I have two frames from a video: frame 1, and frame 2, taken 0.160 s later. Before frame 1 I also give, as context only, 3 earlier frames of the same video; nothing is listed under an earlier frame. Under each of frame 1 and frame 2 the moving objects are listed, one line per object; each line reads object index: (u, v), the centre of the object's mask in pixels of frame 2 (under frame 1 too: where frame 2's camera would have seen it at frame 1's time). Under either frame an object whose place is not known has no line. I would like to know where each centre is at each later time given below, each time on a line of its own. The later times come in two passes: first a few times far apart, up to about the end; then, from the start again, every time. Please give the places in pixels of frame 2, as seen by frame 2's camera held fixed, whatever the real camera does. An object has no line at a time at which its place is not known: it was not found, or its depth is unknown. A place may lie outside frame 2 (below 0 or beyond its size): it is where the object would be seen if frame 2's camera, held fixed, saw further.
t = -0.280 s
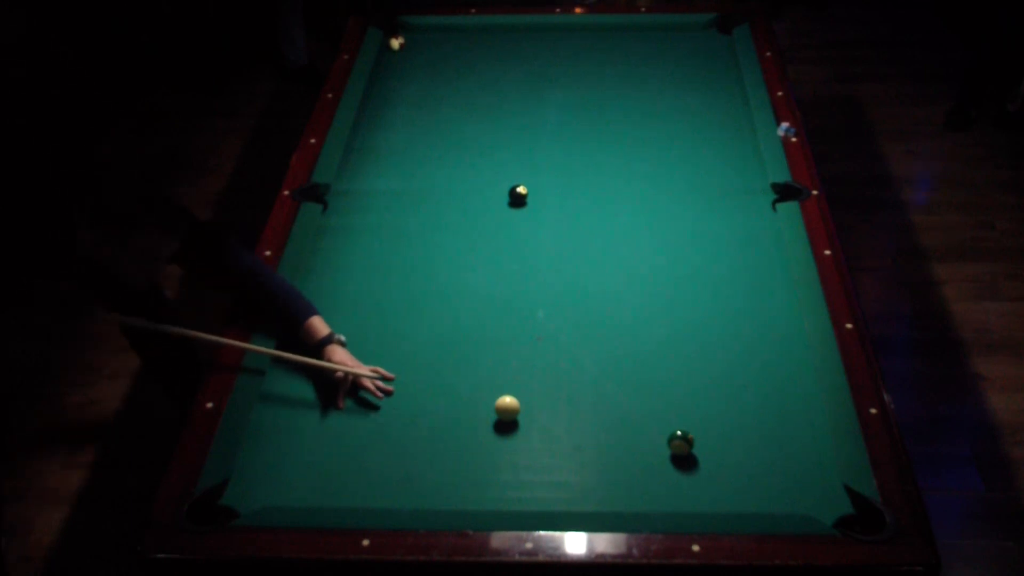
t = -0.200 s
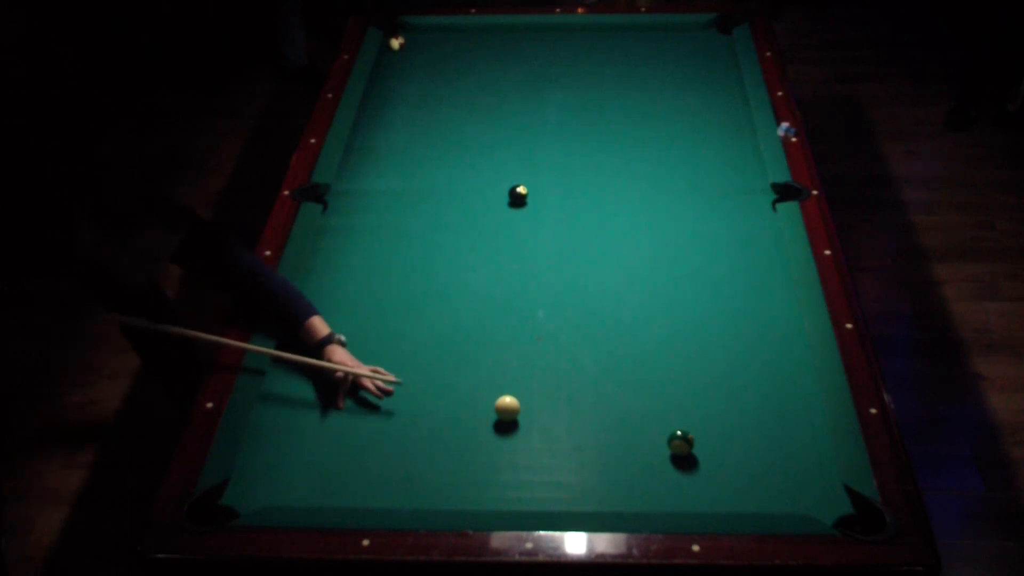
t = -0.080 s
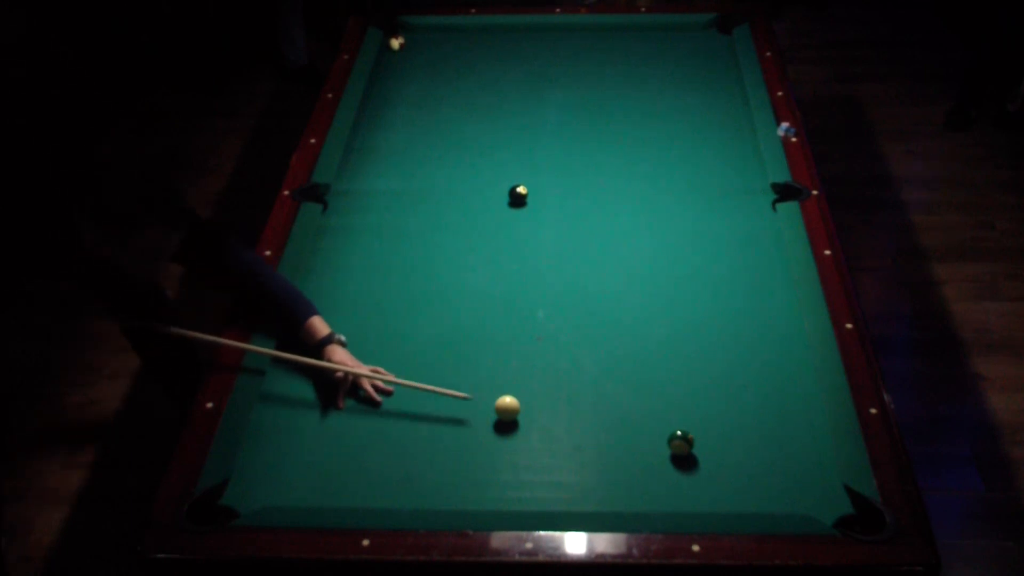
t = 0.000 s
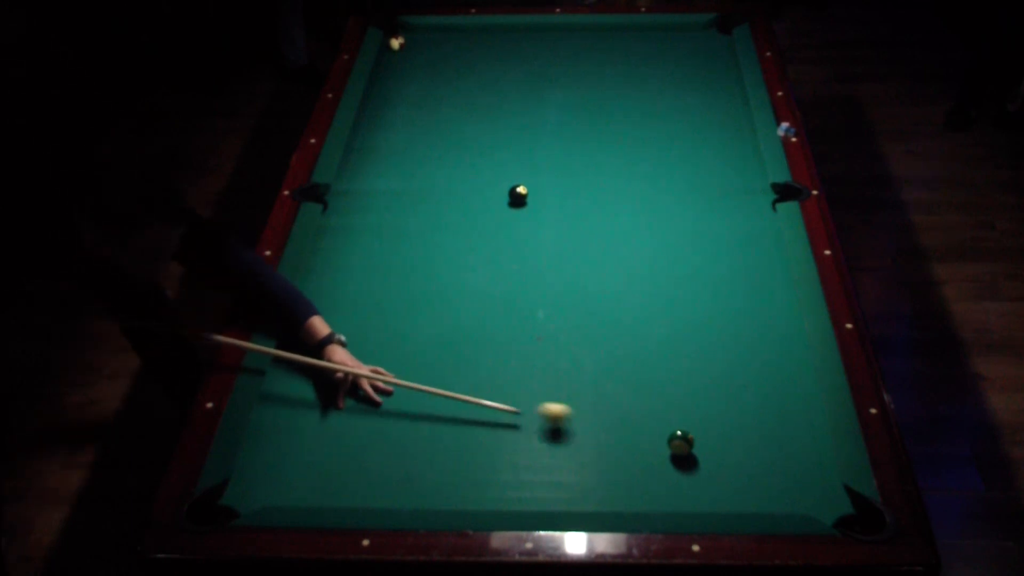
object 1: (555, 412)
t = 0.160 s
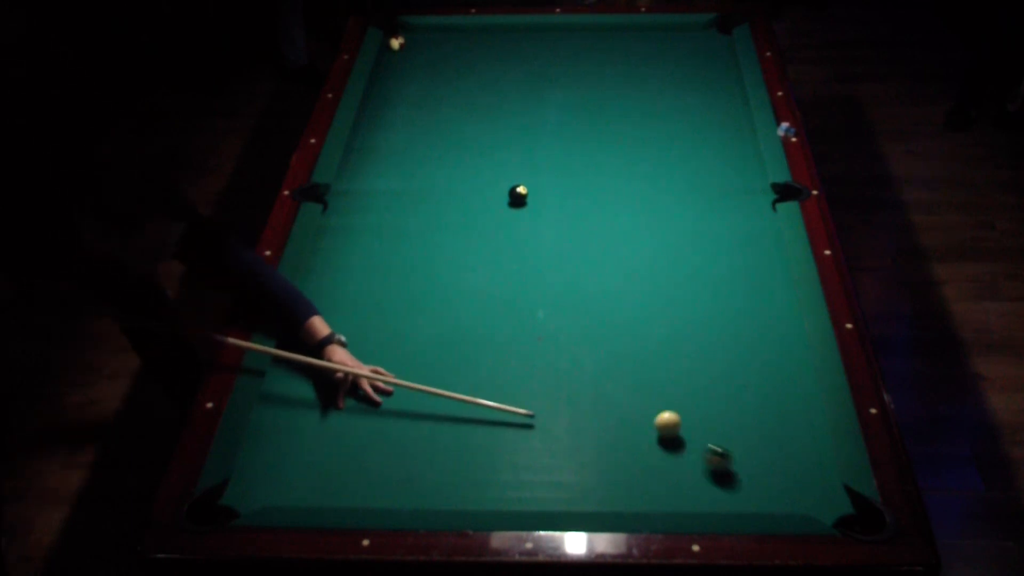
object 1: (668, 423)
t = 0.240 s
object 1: (688, 415)
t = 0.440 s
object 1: (744, 397)
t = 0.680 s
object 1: (803, 378)
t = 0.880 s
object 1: (771, 368)
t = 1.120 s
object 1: (735, 358)
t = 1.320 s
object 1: (707, 350)
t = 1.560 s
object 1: (676, 340)
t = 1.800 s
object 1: (647, 332)
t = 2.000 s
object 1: (625, 325)
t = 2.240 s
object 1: (601, 319)
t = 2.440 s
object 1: (582, 313)
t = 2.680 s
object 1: (562, 308)
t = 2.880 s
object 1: (546, 303)
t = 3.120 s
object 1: (528, 299)
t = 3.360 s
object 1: (513, 295)
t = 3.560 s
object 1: (501, 291)
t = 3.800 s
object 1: (489, 289)
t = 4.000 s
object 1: (480, 286)
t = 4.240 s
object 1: (471, 283)
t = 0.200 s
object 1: (677, 419)
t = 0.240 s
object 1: (688, 415)
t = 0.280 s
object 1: (699, 411)
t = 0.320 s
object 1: (710, 408)
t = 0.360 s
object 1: (722, 404)
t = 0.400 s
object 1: (733, 401)
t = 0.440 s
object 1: (744, 397)
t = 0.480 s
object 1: (755, 394)
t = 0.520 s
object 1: (765, 391)
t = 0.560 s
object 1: (776, 387)
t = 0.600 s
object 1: (786, 384)
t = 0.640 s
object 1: (796, 381)
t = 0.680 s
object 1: (803, 378)
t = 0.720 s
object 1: (797, 376)
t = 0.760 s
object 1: (790, 374)
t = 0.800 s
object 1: (783, 372)
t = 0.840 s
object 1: (777, 370)
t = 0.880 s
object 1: (771, 368)
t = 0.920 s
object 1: (765, 367)
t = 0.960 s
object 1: (758, 365)
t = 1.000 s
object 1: (752, 363)
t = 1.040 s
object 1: (746, 361)
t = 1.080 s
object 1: (740, 359)
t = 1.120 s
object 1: (735, 358)
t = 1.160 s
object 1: (729, 356)
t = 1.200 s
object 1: (723, 355)
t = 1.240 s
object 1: (718, 353)
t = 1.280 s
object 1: (712, 351)
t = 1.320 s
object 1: (707, 350)
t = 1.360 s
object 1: (701, 348)
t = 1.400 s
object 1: (696, 346)
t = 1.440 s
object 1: (691, 345)
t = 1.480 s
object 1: (686, 343)
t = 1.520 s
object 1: (681, 342)
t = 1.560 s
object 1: (676, 340)
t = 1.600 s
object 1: (671, 339)
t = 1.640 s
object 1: (666, 337)
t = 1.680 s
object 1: (661, 336)
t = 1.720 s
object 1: (657, 334)
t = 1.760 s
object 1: (652, 333)
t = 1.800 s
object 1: (647, 332)
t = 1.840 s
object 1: (643, 330)
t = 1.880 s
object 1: (638, 329)
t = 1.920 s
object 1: (634, 328)
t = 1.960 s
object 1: (630, 327)
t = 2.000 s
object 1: (625, 325)
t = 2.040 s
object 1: (621, 324)
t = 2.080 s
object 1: (617, 323)
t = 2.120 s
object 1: (613, 322)
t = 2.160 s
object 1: (609, 321)
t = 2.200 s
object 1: (605, 320)
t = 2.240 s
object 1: (601, 319)
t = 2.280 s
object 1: (597, 317)
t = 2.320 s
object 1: (593, 317)
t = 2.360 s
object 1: (590, 315)
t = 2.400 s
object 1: (586, 314)
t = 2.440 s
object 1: (582, 313)
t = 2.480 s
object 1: (579, 312)
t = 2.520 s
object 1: (575, 311)
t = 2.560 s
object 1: (572, 310)
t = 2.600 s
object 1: (568, 309)
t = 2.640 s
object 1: (565, 308)
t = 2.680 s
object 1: (562, 308)
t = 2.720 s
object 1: (558, 307)
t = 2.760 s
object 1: (555, 306)
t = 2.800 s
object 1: (552, 305)
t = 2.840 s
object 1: (549, 304)
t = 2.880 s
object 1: (546, 303)
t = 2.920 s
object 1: (543, 303)
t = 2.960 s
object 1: (540, 302)
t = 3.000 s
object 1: (537, 301)
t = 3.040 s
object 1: (534, 300)
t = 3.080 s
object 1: (531, 299)
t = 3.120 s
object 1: (528, 299)
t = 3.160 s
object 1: (526, 298)
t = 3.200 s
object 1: (523, 297)
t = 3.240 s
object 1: (520, 297)
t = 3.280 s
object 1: (518, 296)
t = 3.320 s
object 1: (515, 295)
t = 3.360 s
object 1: (513, 295)
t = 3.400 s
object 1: (510, 294)
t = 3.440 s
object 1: (508, 293)
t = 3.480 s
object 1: (506, 292)
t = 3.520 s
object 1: (503, 292)
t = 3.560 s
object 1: (501, 291)
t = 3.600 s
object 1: (499, 291)
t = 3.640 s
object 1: (497, 291)
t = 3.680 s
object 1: (495, 290)
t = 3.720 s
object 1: (493, 290)
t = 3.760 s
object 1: (491, 289)
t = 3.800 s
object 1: (489, 289)
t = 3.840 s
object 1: (487, 288)
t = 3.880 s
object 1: (485, 287)
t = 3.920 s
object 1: (483, 287)
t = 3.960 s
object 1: (482, 286)
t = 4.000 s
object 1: (480, 286)
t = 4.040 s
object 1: (478, 285)
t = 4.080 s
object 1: (477, 285)
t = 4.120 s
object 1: (475, 284)
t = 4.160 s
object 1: (474, 284)
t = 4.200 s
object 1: (473, 284)
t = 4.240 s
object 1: (471, 283)
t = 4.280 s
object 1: (470, 283)
